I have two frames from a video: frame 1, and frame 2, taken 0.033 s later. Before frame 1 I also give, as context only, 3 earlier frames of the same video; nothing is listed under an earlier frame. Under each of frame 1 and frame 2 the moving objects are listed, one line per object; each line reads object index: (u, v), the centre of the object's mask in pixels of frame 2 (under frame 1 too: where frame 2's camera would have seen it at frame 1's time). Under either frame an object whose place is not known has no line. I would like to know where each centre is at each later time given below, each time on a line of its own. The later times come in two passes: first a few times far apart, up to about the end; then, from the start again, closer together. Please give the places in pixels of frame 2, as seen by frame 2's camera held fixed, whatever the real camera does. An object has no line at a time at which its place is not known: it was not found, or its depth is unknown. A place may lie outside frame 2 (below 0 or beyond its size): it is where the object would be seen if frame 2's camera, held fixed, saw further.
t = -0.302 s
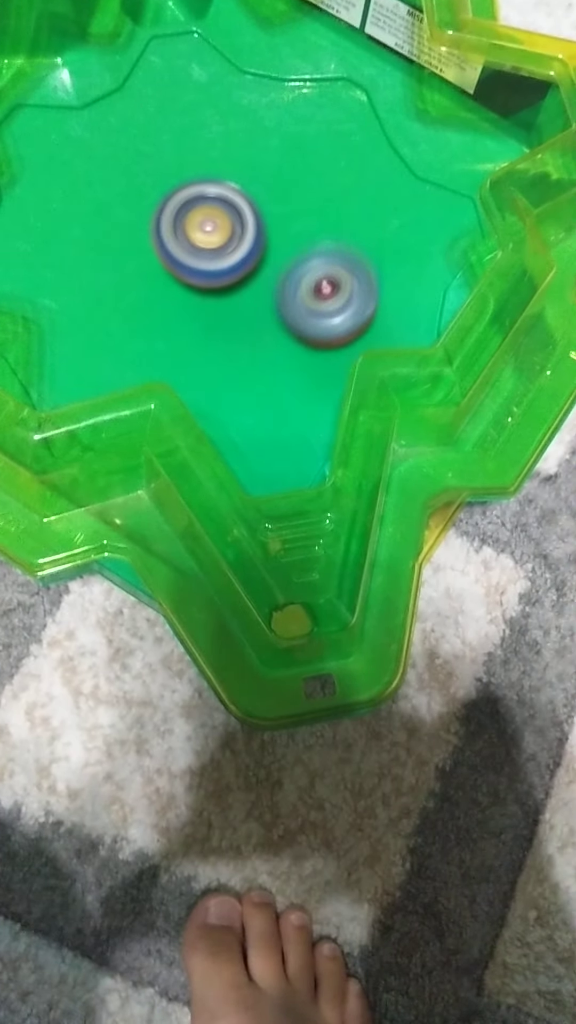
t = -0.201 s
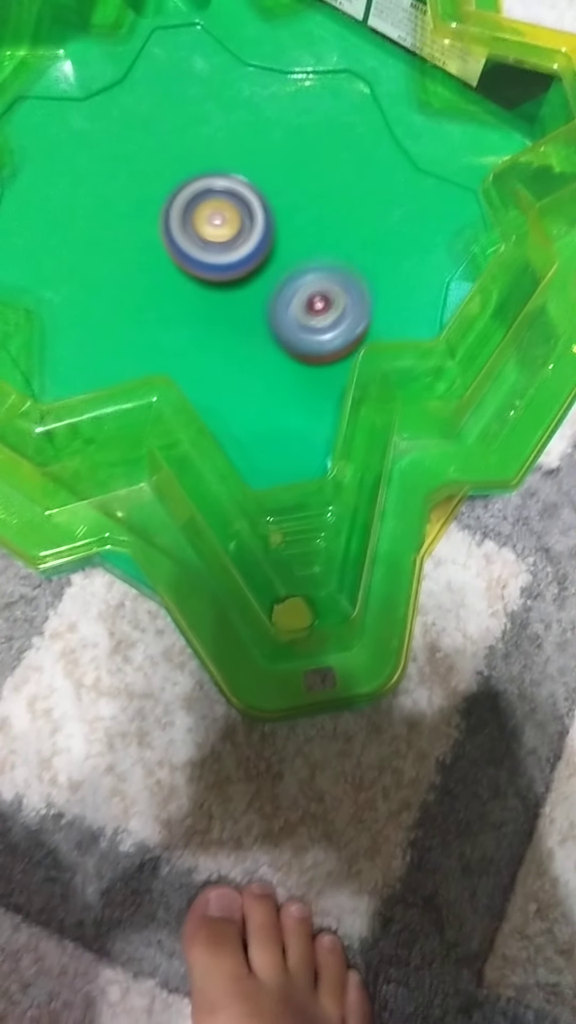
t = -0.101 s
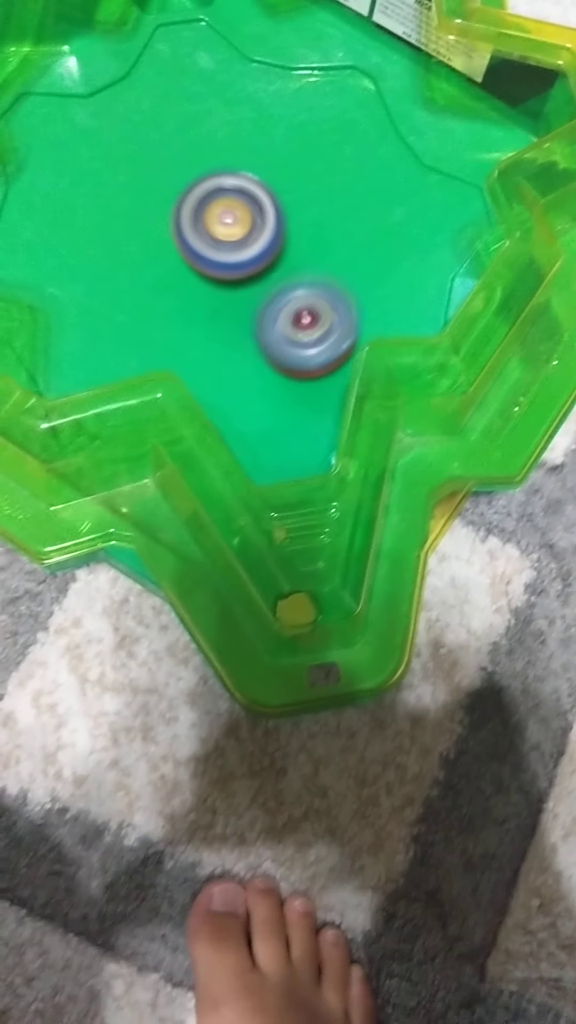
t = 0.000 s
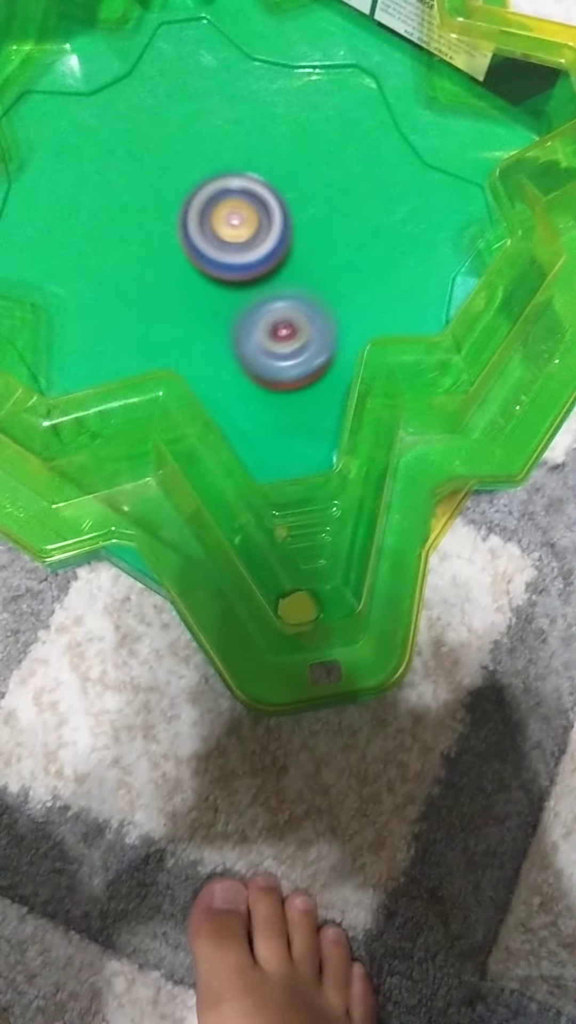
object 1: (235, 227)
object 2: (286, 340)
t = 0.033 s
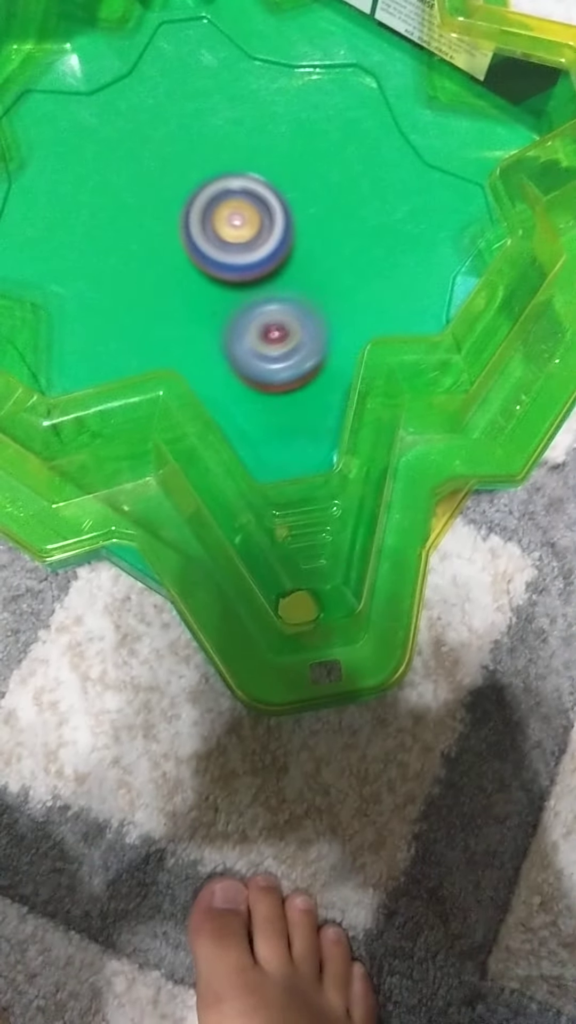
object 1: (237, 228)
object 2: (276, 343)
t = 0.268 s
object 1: (241, 237)
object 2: (207, 342)
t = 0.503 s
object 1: (240, 238)
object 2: (138, 317)
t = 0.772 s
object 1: (228, 247)
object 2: (106, 257)
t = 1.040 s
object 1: (268, 256)
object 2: (56, 159)
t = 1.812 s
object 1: (279, 339)
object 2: (232, 41)
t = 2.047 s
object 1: (237, 328)
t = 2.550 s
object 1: (182, 227)
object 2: (406, 276)
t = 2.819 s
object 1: (224, 201)
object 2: (299, 291)
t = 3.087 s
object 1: (255, 215)
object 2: (181, 351)
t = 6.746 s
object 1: (207, 181)
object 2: (242, 281)
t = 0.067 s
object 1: (238, 229)
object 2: (267, 346)
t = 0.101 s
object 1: (239, 230)
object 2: (257, 347)
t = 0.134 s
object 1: (240, 231)
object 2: (247, 348)
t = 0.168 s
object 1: (241, 232)
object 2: (237, 348)
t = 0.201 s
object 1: (241, 234)
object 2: (226, 347)
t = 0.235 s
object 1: (241, 235)
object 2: (216, 345)
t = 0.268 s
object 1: (241, 237)
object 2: (207, 342)
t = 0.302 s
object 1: (242, 238)
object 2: (197, 339)
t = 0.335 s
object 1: (243, 238)
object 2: (184, 337)
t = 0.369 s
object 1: (243, 238)
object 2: (174, 333)
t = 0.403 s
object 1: (242, 238)
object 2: (163, 330)
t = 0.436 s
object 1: (242, 238)
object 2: (154, 325)
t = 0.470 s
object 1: (241, 238)
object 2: (145, 322)
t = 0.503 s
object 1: (240, 238)
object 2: (138, 317)
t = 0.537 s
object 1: (239, 239)
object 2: (131, 310)
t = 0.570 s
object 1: (238, 240)
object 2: (124, 302)
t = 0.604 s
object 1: (237, 240)
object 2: (119, 294)
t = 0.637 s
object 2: (113, 286)
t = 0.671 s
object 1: (233, 242)
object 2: (110, 280)
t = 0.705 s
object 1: (232, 244)
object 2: (108, 273)
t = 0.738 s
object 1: (230, 247)
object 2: (106, 266)
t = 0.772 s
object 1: (228, 247)
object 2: (106, 257)
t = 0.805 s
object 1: (227, 248)
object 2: (106, 248)
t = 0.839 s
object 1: (225, 249)
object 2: (107, 238)
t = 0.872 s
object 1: (230, 252)
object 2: (102, 228)
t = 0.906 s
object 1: (242, 256)
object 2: (88, 211)
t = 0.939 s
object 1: (250, 258)
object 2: (77, 196)
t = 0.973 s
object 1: (256, 257)
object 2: (69, 182)
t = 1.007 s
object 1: (263, 257)
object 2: (61, 169)
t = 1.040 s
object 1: (268, 256)
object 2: (56, 159)
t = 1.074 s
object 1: (271, 256)
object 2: (50, 150)
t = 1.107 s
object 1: (275, 255)
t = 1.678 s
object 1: (290, 326)
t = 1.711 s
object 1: (289, 331)
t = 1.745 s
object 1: (287, 335)
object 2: (231, 41)
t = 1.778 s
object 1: (284, 338)
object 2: (232, 39)
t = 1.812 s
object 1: (279, 339)
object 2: (232, 41)
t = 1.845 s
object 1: (274, 341)
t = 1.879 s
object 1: (268, 341)
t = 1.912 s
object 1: (262, 340)
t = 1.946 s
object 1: (256, 339)
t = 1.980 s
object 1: (249, 336)
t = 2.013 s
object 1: (244, 332)
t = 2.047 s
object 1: (237, 328)
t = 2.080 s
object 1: (231, 322)
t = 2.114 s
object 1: (226, 315)
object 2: (256, 182)
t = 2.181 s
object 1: (208, 301)
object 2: (284, 216)
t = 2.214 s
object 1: (200, 296)
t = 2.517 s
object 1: (178, 234)
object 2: (404, 274)
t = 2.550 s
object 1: (182, 227)
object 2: (406, 276)
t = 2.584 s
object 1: (186, 220)
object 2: (403, 278)
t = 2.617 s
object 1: (189, 216)
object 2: (396, 280)
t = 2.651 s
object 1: (194, 212)
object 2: (388, 279)
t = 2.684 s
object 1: (200, 207)
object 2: (376, 279)
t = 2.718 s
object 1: (205, 205)
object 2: (360, 280)
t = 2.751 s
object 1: (211, 203)
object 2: (340, 283)
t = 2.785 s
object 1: (218, 202)
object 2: (319, 287)
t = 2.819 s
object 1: (224, 201)
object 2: (299, 291)
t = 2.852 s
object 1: (230, 201)
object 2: (280, 298)
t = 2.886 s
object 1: (236, 199)
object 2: (263, 309)
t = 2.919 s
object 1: (240, 201)
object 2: (246, 319)
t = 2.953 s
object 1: (244, 202)
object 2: (230, 329)
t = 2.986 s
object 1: (247, 204)
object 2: (216, 337)
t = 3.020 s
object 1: (250, 207)
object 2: (204, 343)
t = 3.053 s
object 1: (253, 210)
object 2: (192, 348)
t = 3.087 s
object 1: (255, 215)
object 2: (181, 351)
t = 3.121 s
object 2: (169, 353)
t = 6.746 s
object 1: (207, 181)
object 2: (242, 281)
